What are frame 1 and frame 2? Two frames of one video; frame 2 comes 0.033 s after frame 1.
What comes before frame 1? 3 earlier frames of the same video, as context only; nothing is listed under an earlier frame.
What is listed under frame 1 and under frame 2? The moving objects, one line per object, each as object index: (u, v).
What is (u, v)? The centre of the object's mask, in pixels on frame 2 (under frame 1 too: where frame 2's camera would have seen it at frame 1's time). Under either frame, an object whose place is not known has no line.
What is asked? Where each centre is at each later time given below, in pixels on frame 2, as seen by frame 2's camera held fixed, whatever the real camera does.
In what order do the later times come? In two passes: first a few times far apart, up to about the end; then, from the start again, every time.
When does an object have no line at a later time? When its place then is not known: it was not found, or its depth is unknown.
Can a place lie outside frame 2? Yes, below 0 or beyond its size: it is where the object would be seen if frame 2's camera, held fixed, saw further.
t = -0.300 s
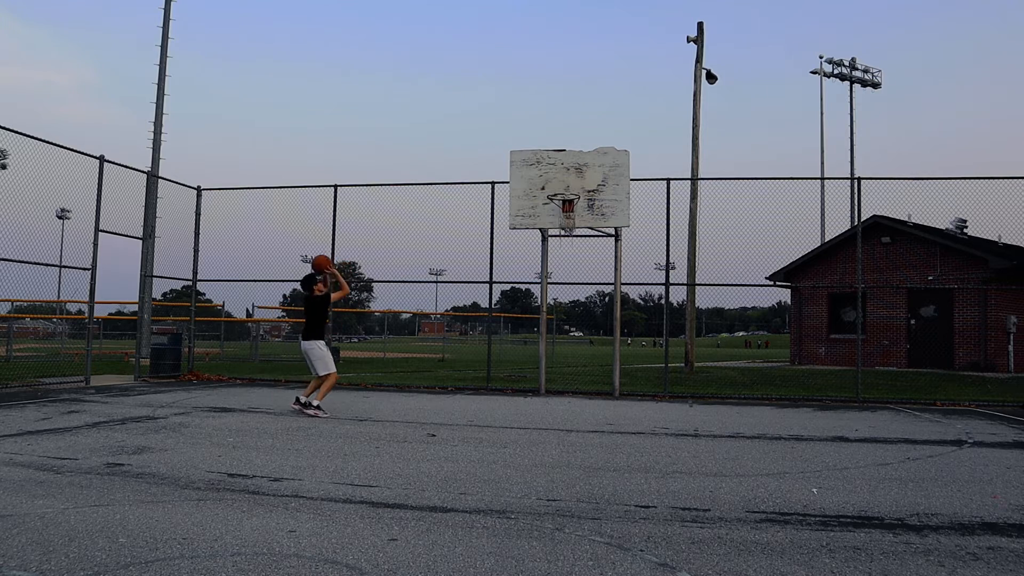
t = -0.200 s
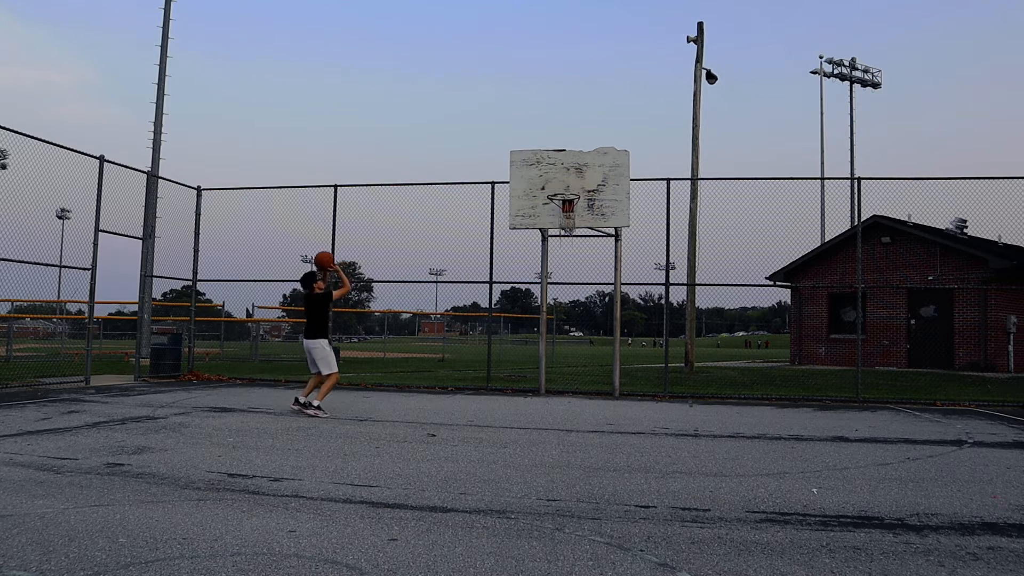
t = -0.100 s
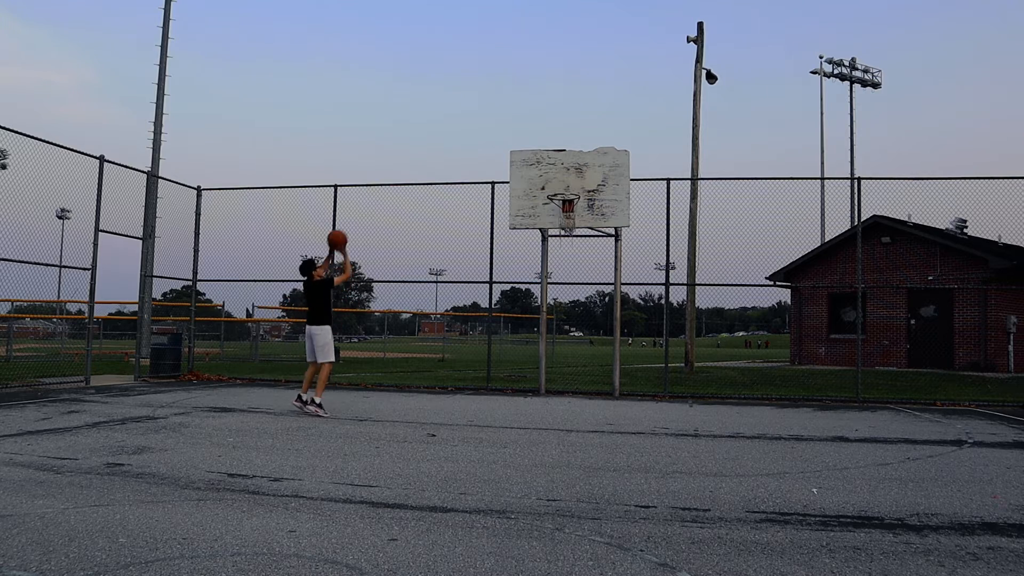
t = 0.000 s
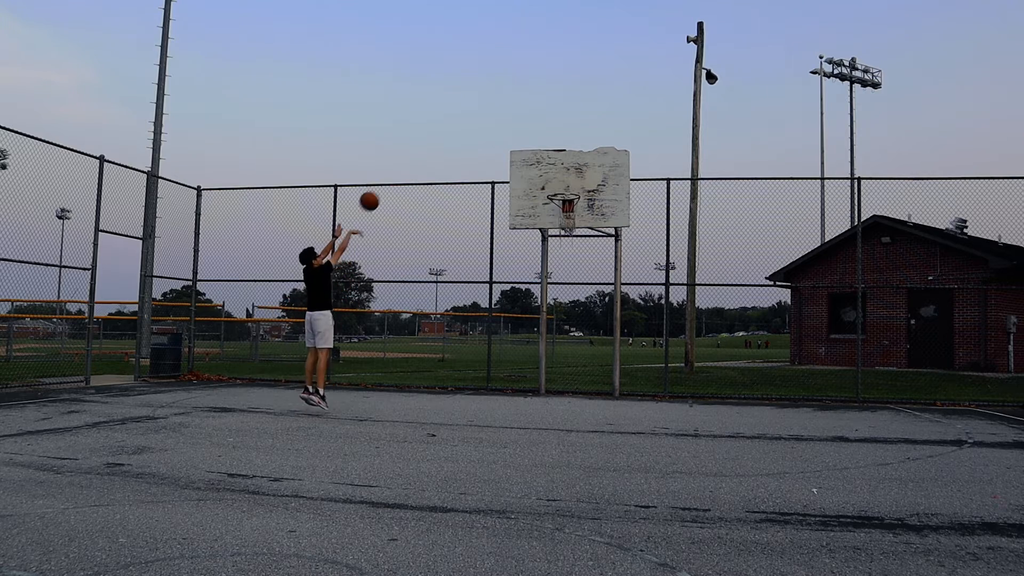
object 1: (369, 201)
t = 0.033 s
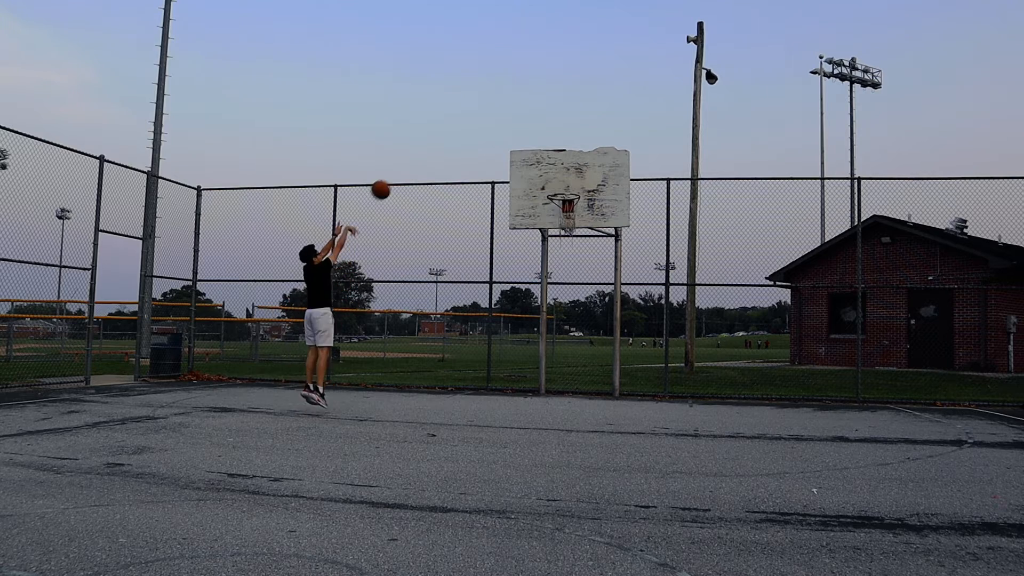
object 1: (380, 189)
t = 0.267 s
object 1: (452, 140)
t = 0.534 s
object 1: (519, 135)
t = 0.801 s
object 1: (574, 177)
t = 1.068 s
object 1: (603, 170)
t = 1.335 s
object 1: (634, 178)
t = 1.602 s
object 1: (668, 240)
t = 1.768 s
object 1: (690, 310)
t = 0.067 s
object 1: (392, 179)
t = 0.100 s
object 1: (402, 170)
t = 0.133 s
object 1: (413, 162)
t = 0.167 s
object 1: (423, 155)
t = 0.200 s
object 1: (433, 149)
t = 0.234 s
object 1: (442, 143)
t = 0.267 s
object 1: (452, 140)
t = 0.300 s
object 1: (461, 136)
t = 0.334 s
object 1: (470, 134)
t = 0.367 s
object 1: (478, 132)
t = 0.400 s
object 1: (487, 131)
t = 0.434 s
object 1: (495, 131)
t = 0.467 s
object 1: (503, 132)
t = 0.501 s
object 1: (511, 133)
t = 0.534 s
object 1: (519, 135)
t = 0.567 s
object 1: (526, 138)
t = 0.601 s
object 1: (533, 142)
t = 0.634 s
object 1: (540, 146)
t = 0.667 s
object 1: (547, 151)
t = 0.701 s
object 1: (554, 157)
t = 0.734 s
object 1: (561, 163)
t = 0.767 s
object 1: (567, 170)
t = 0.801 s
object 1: (574, 177)
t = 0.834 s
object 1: (579, 185)
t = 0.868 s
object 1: (581, 189)
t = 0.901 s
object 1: (583, 188)
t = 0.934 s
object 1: (587, 183)
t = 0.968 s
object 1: (591, 179)
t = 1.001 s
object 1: (595, 175)
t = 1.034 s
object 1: (599, 172)
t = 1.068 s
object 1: (603, 170)
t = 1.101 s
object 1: (607, 168)
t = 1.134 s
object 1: (611, 167)
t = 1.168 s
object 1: (615, 167)
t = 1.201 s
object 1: (619, 168)
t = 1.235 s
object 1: (623, 169)
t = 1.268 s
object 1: (626, 171)
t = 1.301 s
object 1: (630, 174)
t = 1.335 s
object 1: (634, 178)
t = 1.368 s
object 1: (639, 183)
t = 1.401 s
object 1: (643, 188)
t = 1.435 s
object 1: (647, 194)
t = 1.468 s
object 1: (651, 202)
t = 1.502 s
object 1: (655, 210)
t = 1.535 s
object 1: (659, 219)
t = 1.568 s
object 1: (664, 229)
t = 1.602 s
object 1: (668, 240)
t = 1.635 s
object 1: (672, 252)
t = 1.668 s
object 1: (676, 265)
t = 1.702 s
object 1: (681, 279)
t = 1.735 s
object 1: (685, 294)
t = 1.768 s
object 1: (690, 310)
